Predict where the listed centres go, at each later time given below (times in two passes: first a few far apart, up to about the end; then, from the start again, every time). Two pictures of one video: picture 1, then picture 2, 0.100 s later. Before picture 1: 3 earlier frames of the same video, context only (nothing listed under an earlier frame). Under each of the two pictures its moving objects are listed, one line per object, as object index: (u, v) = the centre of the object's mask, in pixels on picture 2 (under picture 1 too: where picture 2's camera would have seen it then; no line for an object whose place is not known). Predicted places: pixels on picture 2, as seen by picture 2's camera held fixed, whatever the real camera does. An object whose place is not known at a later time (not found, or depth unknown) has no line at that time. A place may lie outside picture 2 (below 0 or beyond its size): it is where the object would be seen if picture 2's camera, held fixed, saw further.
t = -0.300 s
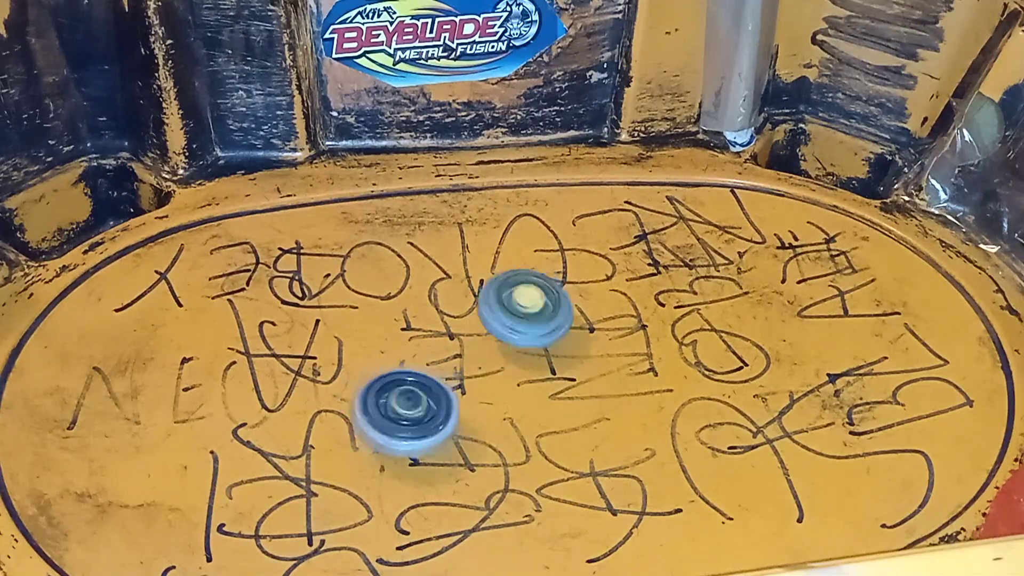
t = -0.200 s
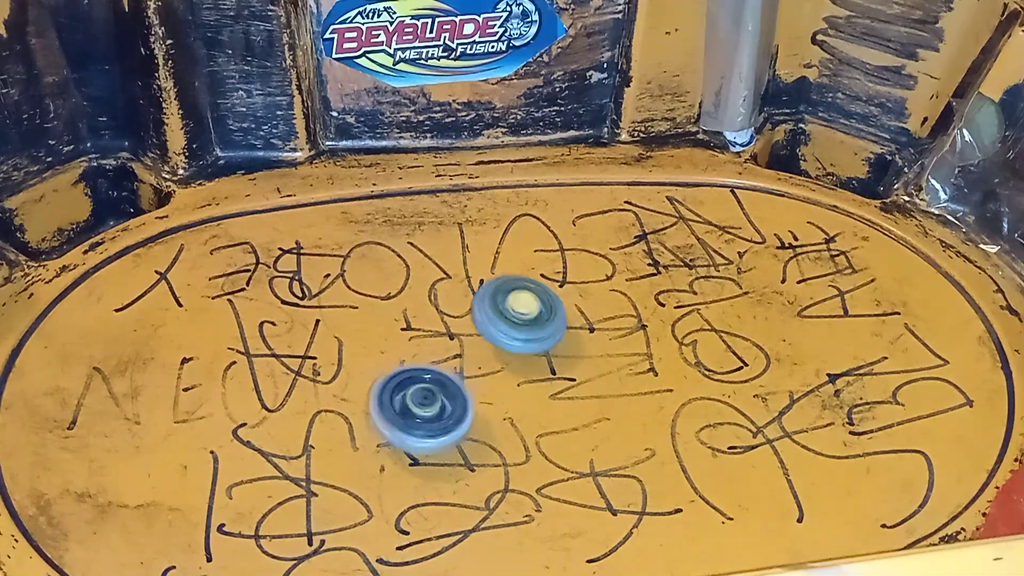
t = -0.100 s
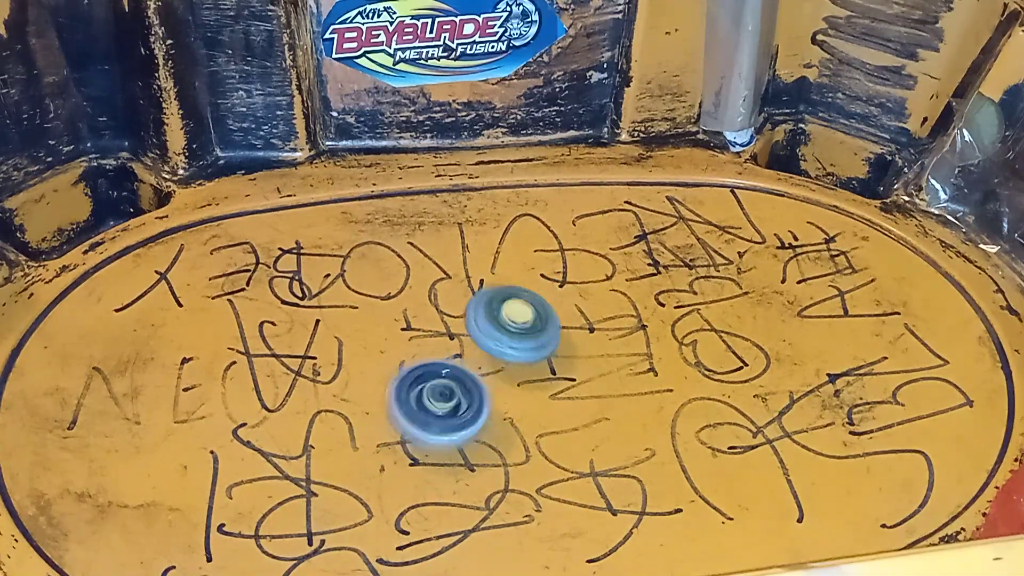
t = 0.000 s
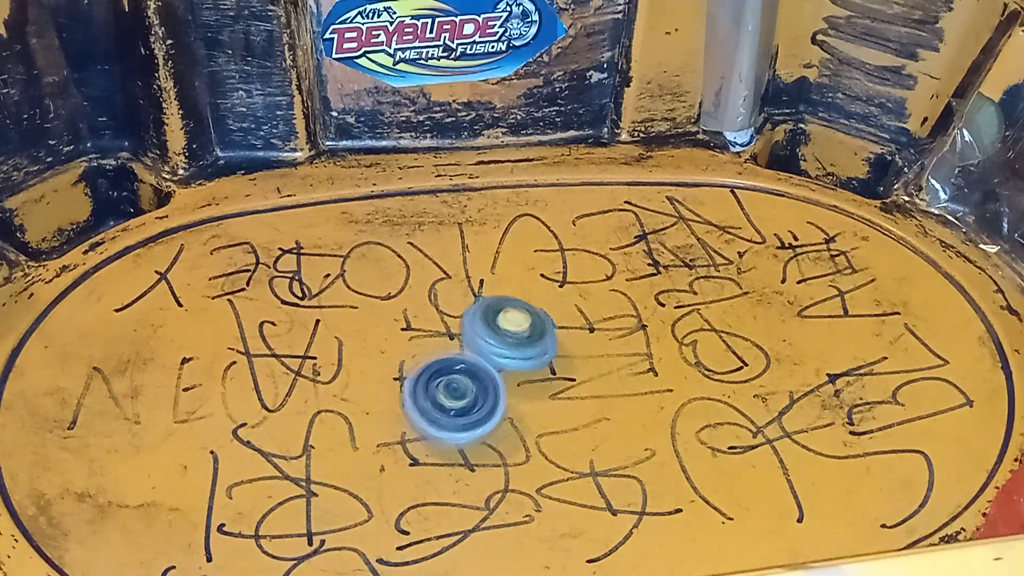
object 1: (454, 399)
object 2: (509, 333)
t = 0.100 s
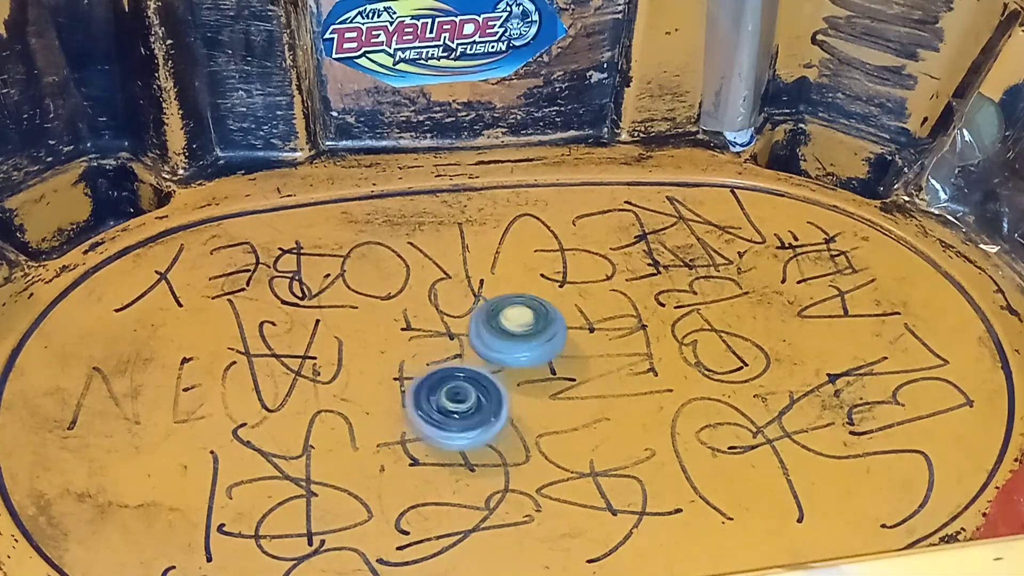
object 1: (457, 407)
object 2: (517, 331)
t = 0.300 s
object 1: (476, 404)
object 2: (516, 327)
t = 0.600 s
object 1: (448, 398)
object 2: (508, 315)
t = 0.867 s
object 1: (432, 393)
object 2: (490, 324)
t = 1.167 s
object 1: (423, 390)
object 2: (495, 334)
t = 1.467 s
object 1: (423, 397)
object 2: (499, 319)
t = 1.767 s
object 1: (435, 399)
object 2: (487, 312)
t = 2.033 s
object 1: (440, 405)
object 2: (489, 312)
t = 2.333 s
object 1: (442, 404)
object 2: (496, 319)
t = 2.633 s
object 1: (427, 412)
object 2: (516, 313)
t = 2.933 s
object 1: (414, 416)
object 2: (516, 305)
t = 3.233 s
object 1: (445, 402)
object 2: (509, 341)
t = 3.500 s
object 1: (458, 416)
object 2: (528, 352)
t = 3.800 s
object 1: (466, 409)
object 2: (517, 341)
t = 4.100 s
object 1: (459, 404)
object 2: (492, 324)
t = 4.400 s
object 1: (457, 402)
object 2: (485, 322)
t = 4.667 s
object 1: (457, 403)
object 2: (486, 315)
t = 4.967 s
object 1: (457, 392)
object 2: (502, 320)
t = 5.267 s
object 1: (450, 392)
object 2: (506, 315)
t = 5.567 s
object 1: (443, 395)
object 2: (517, 329)
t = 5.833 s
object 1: (430, 399)
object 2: (521, 325)
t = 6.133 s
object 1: (445, 388)
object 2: (508, 328)
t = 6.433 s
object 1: (454, 409)
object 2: (456, 327)
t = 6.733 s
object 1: (467, 416)
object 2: (416, 344)
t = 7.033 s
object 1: (473, 416)
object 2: (406, 354)
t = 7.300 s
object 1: (460, 416)
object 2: (436, 338)
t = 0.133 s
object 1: (459, 409)
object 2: (520, 331)
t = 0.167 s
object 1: (463, 409)
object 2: (519, 329)
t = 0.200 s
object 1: (468, 409)
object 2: (518, 330)
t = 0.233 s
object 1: (470, 408)
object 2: (519, 330)
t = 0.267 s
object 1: (475, 406)
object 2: (518, 328)
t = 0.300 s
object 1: (476, 404)
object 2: (516, 327)
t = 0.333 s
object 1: (475, 400)
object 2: (516, 326)
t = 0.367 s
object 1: (474, 397)
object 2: (514, 325)
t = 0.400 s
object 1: (472, 396)
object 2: (513, 325)
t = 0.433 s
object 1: (471, 392)
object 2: (513, 325)
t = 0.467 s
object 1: (467, 394)
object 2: (512, 322)
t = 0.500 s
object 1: (461, 396)
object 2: (511, 318)
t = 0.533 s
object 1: (457, 397)
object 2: (510, 315)
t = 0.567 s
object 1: (452, 397)
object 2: (509, 315)
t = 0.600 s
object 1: (448, 398)
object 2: (508, 315)
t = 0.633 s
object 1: (446, 399)
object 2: (507, 313)
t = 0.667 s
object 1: (443, 400)
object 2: (503, 313)
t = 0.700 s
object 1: (440, 399)
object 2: (502, 315)
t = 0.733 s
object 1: (438, 399)
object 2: (500, 315)
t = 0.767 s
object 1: (437, 398)
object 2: (496, 317)
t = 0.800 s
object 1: (434, 396)
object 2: (494, 320)
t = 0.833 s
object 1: (434, 394)
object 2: (493, 321)
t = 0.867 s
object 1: (432, 393)
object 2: (490, 324)
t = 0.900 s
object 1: (432, 391)
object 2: (490, 328)
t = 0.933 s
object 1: (429, 391)
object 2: (493, 326)
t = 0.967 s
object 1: (427, 391)
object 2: (493, 328)
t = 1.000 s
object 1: (426, 390)
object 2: (494, 330)
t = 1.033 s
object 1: (426, 389)
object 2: (495, 331)
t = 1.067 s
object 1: (425, 390)
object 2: (494, 333)
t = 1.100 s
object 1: (424, 389)
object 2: (494, 333)
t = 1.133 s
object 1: (424, 389)
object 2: (494, 333)
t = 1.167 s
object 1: (423, 390)
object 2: (495, 334)
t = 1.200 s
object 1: (422, 390)
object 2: (497, 333)
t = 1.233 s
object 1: (422, 391)
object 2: (495, 332)
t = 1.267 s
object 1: (422, 391)
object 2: (494, 334)
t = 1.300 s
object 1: (424, 392)
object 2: (494, 334)
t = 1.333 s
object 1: (425, 392)
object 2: (493, 331)
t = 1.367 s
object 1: (427, 391)
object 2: (490, 330)
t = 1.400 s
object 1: (429, 392)
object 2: (490, 330)
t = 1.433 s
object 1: (424, 396)
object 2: (496, 323)
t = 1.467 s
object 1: (423, 397)
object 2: (499, 319)
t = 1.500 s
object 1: (423, 399)
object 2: (500, 317)
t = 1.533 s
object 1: (421, 402)
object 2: (499, 314)
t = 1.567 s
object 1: (421, 402)
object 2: (498, 313)
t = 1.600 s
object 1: (423, 404)
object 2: (497, 313)
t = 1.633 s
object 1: (423, 404)
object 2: (496, 311)
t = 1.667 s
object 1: (426, 404)
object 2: (493, 310)
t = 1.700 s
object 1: (428, 403)
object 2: (491, 312)
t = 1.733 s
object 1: (432, 401)
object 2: (489, 312)
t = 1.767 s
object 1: (435, 399)
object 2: (487, 312)
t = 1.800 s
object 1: (439, 397)
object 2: (484, 316)
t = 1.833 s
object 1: (443, 395)
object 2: (483, 317)
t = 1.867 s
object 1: (445, 393)
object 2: (483, 318)
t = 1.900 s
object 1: (445, 392)
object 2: (482, 319)
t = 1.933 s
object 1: (439, 398)
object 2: (485, 314)
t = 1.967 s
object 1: (437, 402)
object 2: (485, 312)
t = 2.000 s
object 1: (439, 402)
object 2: (486, 313)
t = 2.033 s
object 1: (440, 405)
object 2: (489, 312)
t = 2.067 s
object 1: (439, 408)
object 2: (490, 310)
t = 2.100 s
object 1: (439, 408)
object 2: (491, 312)
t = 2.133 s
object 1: (440, 410)
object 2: (493, 313)
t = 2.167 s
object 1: (438, 411)
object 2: (494, 312)
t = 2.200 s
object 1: (439, 410)
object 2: (493, 313)
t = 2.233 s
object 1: (440, 410)
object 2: (495, 315)
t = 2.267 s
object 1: (439, 409)
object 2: (497, 315)
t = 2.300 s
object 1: (439, 407)
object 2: (496, 316)
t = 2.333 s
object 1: (442, 404)
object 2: (496, 319)
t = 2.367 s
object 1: (444, 403)
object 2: (498, 320)
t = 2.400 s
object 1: (445, 401)
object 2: (498, 321)
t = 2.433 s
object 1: (448, 396)
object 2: (498, 325)
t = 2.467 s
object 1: (452, 394)
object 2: (500, 327)
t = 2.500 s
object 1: (451, 393)
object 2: (501, 328)
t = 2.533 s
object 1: (446, 395)
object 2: (503, 327)
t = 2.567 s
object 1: (434, 405)
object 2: (509, 318)
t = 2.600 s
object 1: (429, 411)
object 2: (513, 314)
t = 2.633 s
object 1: (427, 412)
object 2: (516, 313)
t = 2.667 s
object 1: (426, 413)
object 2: (520, 311)
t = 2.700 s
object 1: (426, 416)
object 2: (523, 307)
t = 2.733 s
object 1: (423, 419)
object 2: (523, 304)
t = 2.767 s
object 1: (419, 419)
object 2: (522, 304)
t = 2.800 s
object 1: (417, 419)
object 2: (523, 305)
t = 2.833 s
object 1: (416, 419)
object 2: (523, 303)
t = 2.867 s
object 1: (413, 419)
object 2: (521, 302)
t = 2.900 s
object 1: (413, 417)
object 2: (518, 303)
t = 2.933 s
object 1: (414, 416)
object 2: (516, 305)
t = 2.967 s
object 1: (413, 416)
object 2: (515, 306)
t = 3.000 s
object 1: (414, 413)
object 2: (512, 309)
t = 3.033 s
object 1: (417, 410)
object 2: (509, 313)
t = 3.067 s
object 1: (421, 408)
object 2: (509, 317)
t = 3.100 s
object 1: (423, 408)
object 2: (509, 321)
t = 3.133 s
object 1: (425, 407)
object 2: (509, 326)
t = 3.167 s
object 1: (429, 404)
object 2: (508, 330)
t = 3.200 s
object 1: (437, 403)
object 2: (509, 335)
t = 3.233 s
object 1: (445, 402)
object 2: (509, 341)
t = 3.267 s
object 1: (443, 406)
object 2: (512, 345)
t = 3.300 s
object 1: (440, 408)
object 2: (516, 345)
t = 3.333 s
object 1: (441, 407)
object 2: (517, 347)
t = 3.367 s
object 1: (447, 406)
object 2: (521, 350)
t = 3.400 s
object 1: (451, 410)
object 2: (525, 352)
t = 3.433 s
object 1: (454, 413)
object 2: (529, 351)
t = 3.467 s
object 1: (454, 415)
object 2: (528, 350)
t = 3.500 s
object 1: (458, 416)
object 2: (528, 352)
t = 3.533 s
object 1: (459, 417)
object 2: (529, 352)
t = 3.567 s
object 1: (460, 417)
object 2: (531, 350)
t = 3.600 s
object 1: (461, 415)
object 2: (530, 348)
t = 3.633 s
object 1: (464, 416)
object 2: (528, 346)
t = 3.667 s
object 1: (463, 416)
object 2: (526, 345)
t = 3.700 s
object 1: (463, 414)
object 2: (523, 344)
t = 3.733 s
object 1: (465, 411)
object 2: (520, 343)
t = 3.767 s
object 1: (468, 409)
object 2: (519, 343)
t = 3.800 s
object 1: (466, 409)
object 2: (517, 341)
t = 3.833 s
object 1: (461, 412)
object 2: (518, 335)
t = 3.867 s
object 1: (459, 411)
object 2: (515, 330)
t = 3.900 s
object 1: (460, 408)
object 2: (509, 329)
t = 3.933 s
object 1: (462, 409)
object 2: (503, 331)
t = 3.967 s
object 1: (461, 409)
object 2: (500, 331)
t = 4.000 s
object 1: (460, 404)
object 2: (498, 330)
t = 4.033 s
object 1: (460, 400)
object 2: (496, 330)
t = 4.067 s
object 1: (462, 399)
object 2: (494, 329)
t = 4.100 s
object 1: (459, 404)
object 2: (492, 324)
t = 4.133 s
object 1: (455, 405)
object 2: (490, 321)
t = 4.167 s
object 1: (455, 403)
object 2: (488, 320)
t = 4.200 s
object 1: (457, 403)
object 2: (486, 321)
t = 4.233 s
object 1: (458, 403)
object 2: (485, 322)
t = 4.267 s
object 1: (458, 402)
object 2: (485, 322)
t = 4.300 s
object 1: (459, 399)
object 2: (486, 322)
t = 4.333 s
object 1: (459, 397)
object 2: (486, 323)
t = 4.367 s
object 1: (461, 398)
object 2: (485, 323)
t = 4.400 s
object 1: (457, 402)
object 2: (485, 322)
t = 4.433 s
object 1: (452, 406)
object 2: (487, 318)
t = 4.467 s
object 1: (449, 408)
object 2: (486, 317)
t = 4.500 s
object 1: (449, 404)
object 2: (486, 318)
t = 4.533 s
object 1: (454, 402)
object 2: (488, 318)
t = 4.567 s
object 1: (459, 404)
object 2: (489, 318)
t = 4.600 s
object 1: (460, 404)
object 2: (490, 316)
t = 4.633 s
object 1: (458, 406)
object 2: (488, 314)
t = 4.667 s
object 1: (457, 403)
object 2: (486, 315)
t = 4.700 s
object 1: (457, 399)
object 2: (487, 319)
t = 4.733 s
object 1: (460, 395)
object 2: (488, 320)
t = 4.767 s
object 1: (463, 393)
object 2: (491, 320)
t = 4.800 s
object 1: (465, 392)
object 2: (492, 320)
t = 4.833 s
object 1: (464, 395)
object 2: (491, 319)
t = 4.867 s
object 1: (460, 396)
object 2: (492, 319)
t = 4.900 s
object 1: (458, 394)
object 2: (495, 320)
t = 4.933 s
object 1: (457, 392)
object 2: (498, 322)
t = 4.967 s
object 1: (457, 392)
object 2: (502, 320)
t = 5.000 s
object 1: (457, 395)
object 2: (504, 315)
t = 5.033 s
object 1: (452, 397)
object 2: (502, 314)
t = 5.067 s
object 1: (447, 399)
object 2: (504, 315)
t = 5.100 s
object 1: (443, 397)
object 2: (506, 316)
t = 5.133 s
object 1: (445, 395)
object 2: (509, 315)
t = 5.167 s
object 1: (449, 392)
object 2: (510, 313)
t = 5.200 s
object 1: (453, 395)
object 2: (509, 310)
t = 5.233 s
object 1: (451, 395)
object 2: (507, 311)
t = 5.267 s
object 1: (450, 392)
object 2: (506, 315)
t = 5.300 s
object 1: (451, 391)
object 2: (506, 318)
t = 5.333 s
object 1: (453, 391)
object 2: (509, 320)
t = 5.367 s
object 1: (453, 391)
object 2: (511, 320)
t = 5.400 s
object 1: (453, 392)
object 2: (509, 322)
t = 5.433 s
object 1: (452, 392)
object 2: (510, 325)
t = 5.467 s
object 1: (450, 392)
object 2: (510, 329)
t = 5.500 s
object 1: (449, 392)
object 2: (511, 331)
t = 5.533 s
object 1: (446, 392)
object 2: (513, 333)
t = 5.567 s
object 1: (443, 395)
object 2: (517, 329)
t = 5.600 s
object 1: (439, 397)
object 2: (520, 329)
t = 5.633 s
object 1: (436, 399)
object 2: (523, 331)
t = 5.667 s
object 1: (434, 399)
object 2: (526, 330)
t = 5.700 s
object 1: (431, 400)
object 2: (529, 329)
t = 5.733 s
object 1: (430, 399)
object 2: (529, 326)
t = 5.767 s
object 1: (427, 399)
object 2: (526, 323)
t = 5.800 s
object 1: (428, 400)
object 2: (523, 324)
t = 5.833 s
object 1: (430, 399)
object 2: (521, 325)
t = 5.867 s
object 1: (432, 397)
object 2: (520, 324)
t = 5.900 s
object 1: (433, 394)
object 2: (520, 322)
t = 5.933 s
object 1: (431, 391)
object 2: (519, 320)
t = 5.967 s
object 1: (435, 391)
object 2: (516, 319)
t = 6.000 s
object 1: (439, 389)
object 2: (513, 321)
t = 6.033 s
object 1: (442, 385)
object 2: (511, 325)
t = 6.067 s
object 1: (446, 384)
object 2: (513, 328)
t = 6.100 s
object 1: (446, 387)
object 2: (511, 329)
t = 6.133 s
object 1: (445, 388)
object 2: (508, 328)
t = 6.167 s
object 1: (442, 389)
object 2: (502, 328)
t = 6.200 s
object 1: (441, 389)
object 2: (499, 330)
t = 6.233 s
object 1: (440, 389)
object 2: (496, 333)
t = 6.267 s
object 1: (437, 393)
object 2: (488, 332)
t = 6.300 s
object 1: (439, 399)
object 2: (481, 331)
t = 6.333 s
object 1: (443, 402)
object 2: (471, 328)
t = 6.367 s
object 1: (447, 404)
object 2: (466, 328)
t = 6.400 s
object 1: (450, 407)
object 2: (460, 327)
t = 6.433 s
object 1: (454, 409)
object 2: (456, 327)
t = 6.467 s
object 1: (460, 412)
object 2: (451, 328)
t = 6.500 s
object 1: (464, 413)
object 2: (447, 331)
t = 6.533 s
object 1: (467, 412)
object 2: (438, 333)
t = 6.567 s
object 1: (468, 412)
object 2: (432, 337)
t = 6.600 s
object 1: (469, 412)
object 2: (426, 339)
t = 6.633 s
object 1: (468, 412)
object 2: (424, 340)
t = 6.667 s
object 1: (467, 412)
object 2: (423, 340)
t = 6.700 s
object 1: (465, 413)
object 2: (421, 341)
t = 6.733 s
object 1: (467, 416)
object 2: (416, 344)
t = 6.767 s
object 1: (466, 417)
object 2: (410, 347)
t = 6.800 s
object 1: (464, 417)
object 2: (407, 350)
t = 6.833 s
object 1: (465, 417)
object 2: (402, 352)
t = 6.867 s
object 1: (465, 417)
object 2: (400, 352)
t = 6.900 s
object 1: (465, 417)
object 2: (403, 352)
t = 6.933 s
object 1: (465, 417)
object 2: (405, 352)
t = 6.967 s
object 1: (467, 417)
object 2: (406, 350)
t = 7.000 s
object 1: (471, 417)
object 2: (405, 353)
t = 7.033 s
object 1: (473, 416)
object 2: (406, 354)
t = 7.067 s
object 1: (474, 416)
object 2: (411, 354)
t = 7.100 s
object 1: (475, 416)
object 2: (413, 354)
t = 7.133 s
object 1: (474, 416)
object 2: (416, 352)
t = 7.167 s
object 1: (472, 417)
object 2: (420, 350)
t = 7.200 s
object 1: (470, 417)
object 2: (423, 348)
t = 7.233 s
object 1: (465, 418)
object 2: (428, 344)
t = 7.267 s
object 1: (462, 417)
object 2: (432, 341)
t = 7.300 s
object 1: (460, 416)
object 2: (436, 338)
